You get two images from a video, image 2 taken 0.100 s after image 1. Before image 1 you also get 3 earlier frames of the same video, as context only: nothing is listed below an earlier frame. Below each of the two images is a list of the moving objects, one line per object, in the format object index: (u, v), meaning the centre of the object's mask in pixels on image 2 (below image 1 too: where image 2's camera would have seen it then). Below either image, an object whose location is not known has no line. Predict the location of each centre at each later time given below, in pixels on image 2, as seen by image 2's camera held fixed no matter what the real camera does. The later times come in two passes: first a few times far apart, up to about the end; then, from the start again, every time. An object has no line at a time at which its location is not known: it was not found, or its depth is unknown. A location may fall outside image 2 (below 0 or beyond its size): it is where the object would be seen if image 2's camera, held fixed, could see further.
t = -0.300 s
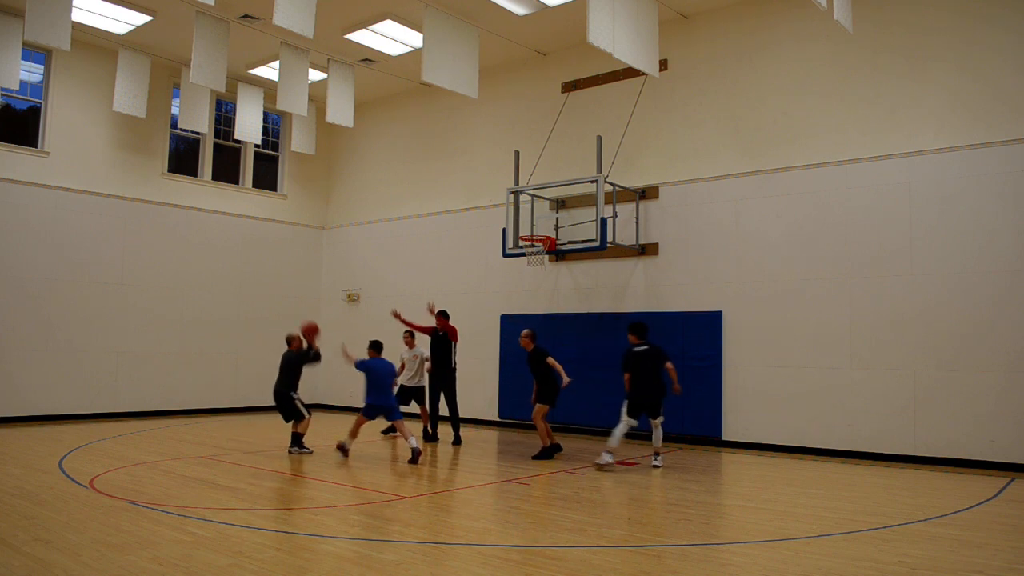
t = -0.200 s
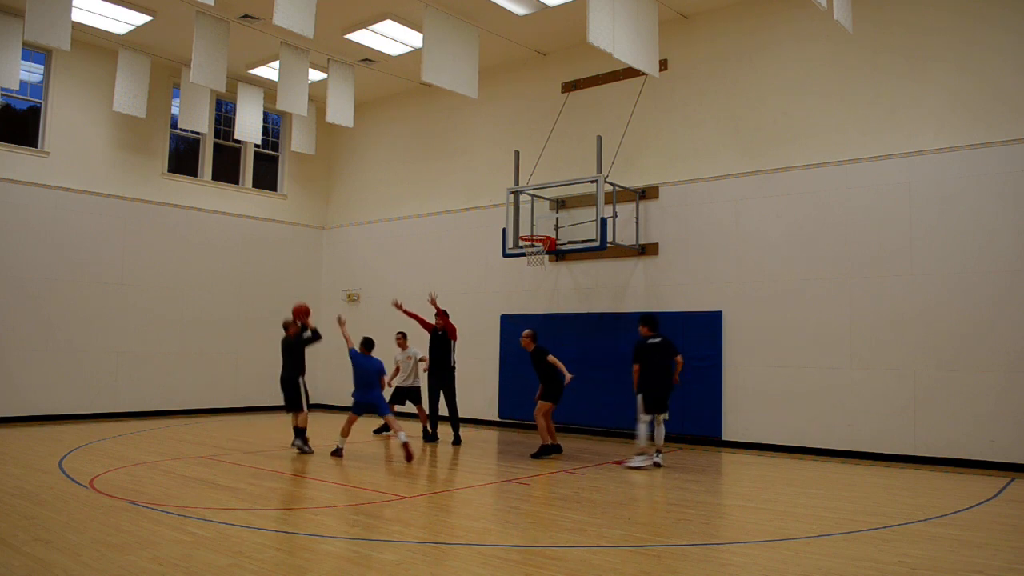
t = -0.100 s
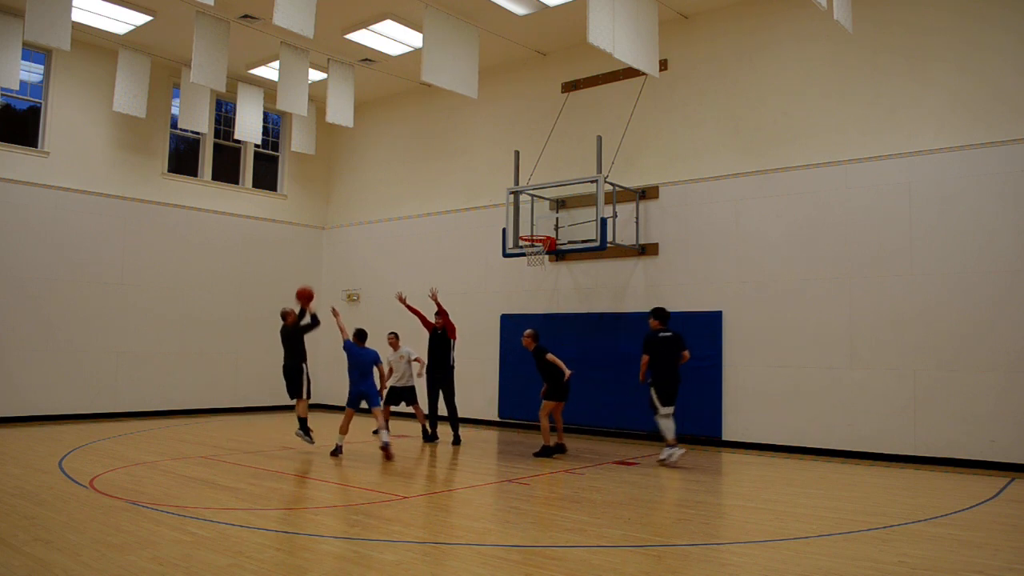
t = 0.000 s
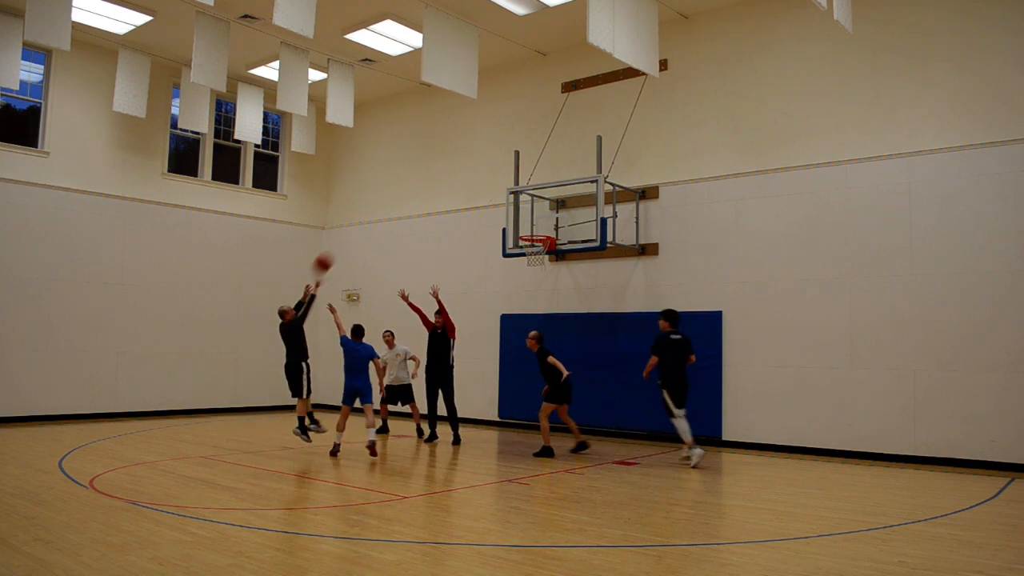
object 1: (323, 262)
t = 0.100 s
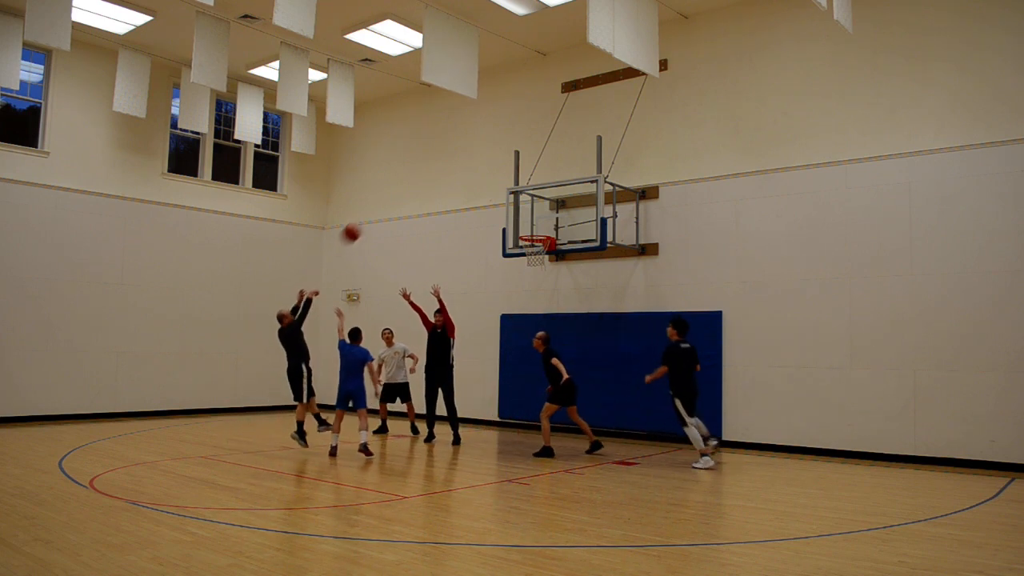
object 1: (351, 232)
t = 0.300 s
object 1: (403, 196)
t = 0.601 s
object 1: (474, 196)
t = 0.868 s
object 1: (510, 224)
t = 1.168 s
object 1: (470, 221)
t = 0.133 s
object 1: (360, 224)
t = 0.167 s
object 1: (369, 217)
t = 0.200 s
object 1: (378, 211)
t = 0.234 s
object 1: (386, 205)
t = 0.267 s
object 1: (395, 201)
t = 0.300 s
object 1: (403, 196)
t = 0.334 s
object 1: (411, 194)
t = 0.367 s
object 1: (419, 191)
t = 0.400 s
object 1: (427, 190)
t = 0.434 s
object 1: (435, 189)
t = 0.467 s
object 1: (444, 189)
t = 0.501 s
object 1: (451, 190)
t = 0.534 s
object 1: (459, 191)
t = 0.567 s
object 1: (466, 193)
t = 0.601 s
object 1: (474, 196)
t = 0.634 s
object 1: (481, 200)
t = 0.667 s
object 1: (488, 205)
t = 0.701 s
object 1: (495, 210)
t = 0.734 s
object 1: (503, 216)
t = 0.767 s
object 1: (510, 223)
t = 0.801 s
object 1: (516, 230)
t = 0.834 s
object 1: (514, 228)
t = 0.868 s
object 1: (510, 224)
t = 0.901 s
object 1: (506, 220)
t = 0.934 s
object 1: (501, 218)
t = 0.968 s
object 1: (497, 216)
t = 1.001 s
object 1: (493, 215)
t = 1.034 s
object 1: (488, 215)
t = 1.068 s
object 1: (484, 215)
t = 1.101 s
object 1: (479, 217)
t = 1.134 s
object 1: (474, 219)
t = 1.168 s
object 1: (470, 221)
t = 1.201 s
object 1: (465, 225)
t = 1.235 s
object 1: (460, 229)
